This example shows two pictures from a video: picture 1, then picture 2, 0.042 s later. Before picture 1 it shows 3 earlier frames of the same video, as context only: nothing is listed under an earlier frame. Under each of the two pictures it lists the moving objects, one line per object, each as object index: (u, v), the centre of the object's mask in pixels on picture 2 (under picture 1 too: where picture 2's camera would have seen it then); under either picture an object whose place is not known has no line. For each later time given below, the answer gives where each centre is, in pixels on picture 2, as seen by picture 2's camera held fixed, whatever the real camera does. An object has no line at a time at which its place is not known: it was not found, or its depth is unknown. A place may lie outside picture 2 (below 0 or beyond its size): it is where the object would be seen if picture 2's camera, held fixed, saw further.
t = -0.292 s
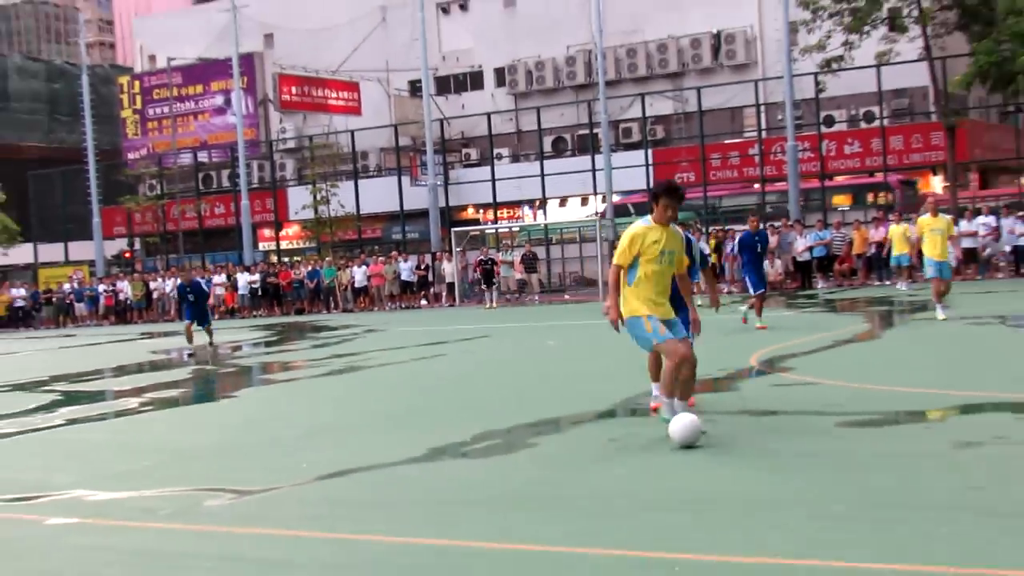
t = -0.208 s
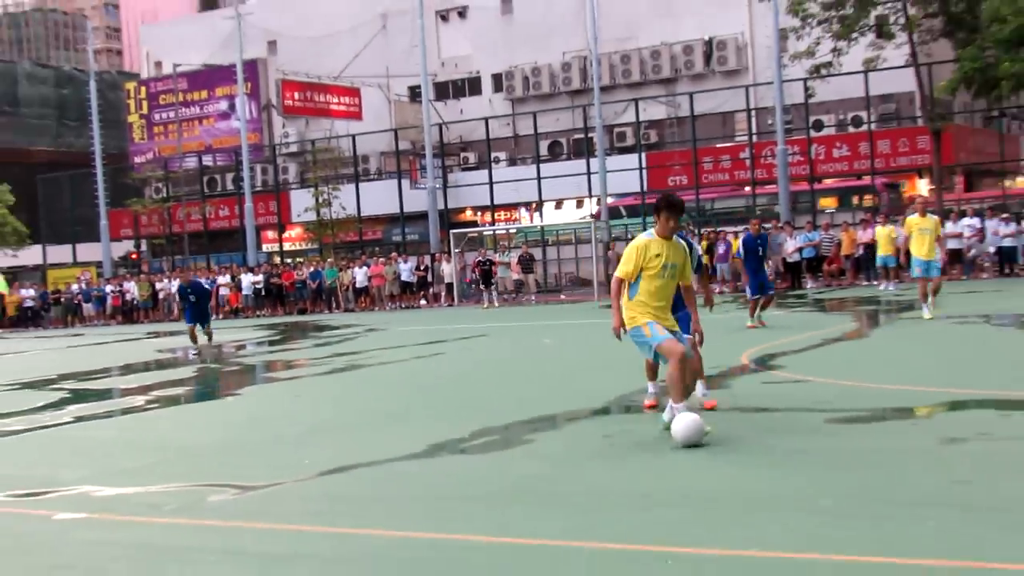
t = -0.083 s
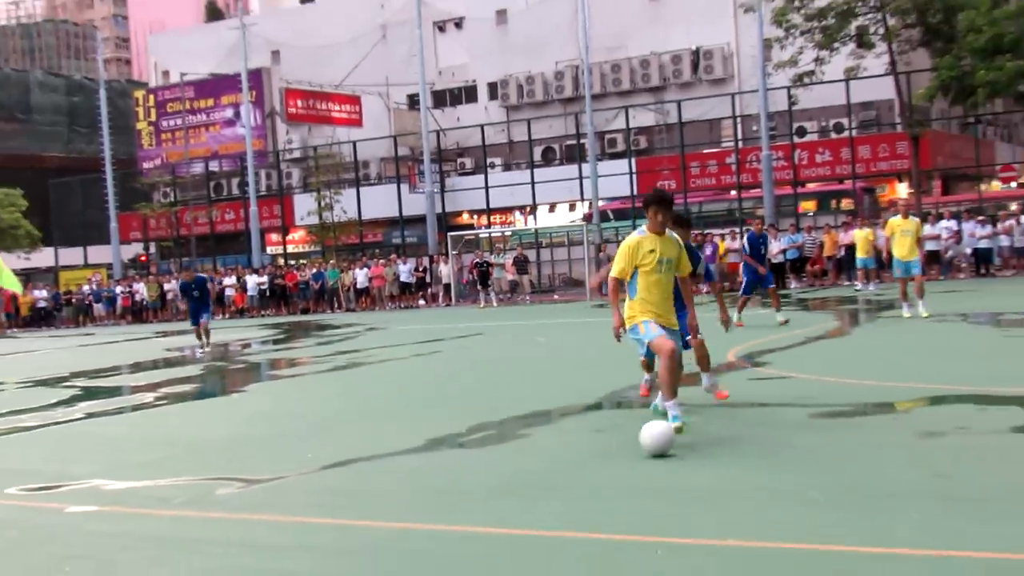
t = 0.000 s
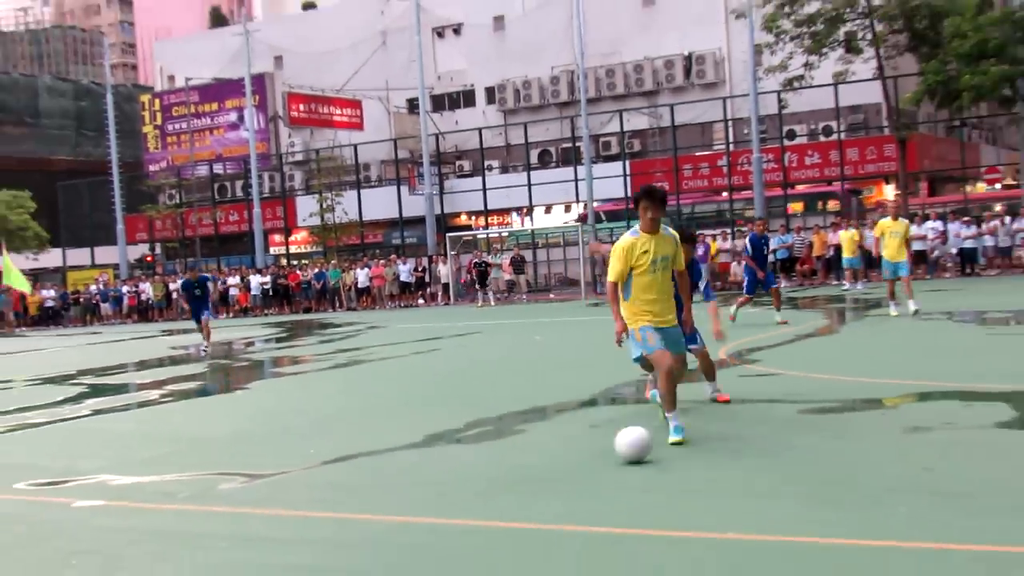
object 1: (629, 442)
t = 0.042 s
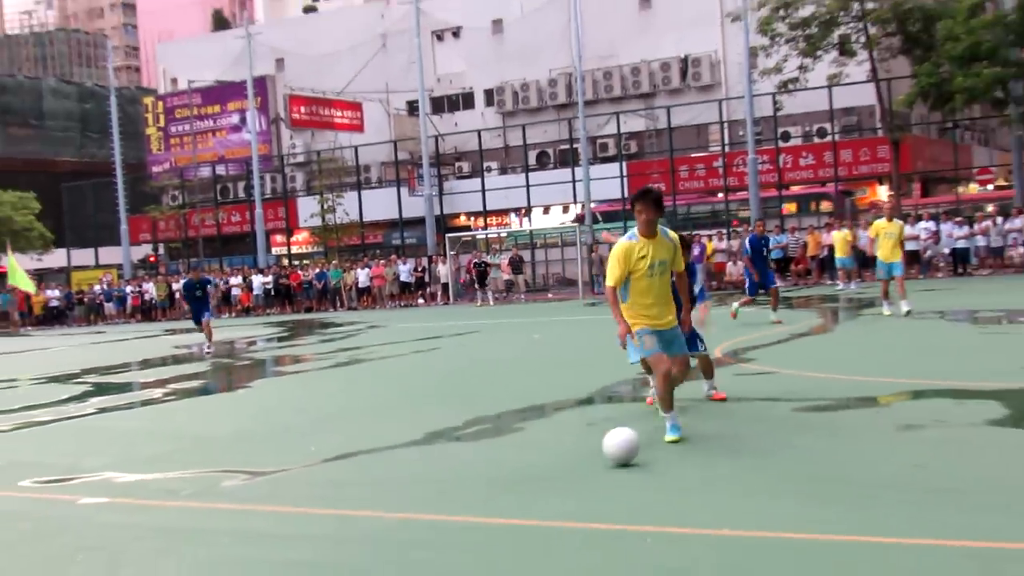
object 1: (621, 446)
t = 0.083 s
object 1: (613, 452)
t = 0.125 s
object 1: (605, 457)
